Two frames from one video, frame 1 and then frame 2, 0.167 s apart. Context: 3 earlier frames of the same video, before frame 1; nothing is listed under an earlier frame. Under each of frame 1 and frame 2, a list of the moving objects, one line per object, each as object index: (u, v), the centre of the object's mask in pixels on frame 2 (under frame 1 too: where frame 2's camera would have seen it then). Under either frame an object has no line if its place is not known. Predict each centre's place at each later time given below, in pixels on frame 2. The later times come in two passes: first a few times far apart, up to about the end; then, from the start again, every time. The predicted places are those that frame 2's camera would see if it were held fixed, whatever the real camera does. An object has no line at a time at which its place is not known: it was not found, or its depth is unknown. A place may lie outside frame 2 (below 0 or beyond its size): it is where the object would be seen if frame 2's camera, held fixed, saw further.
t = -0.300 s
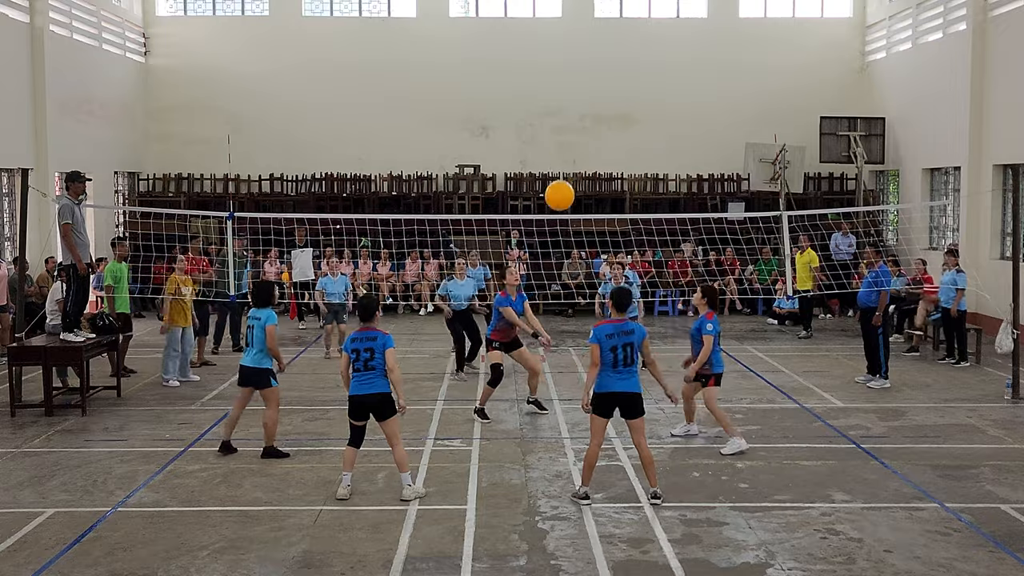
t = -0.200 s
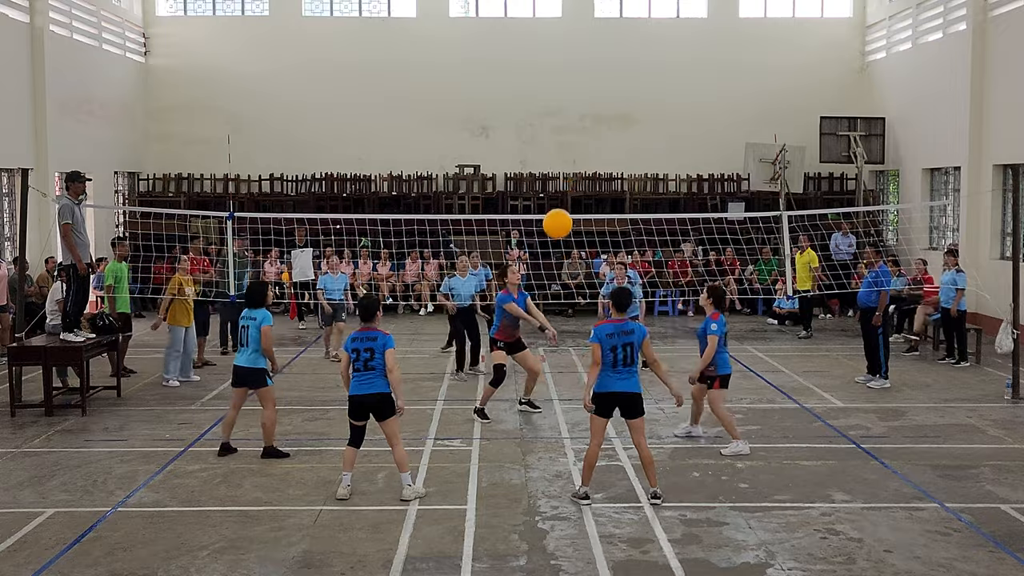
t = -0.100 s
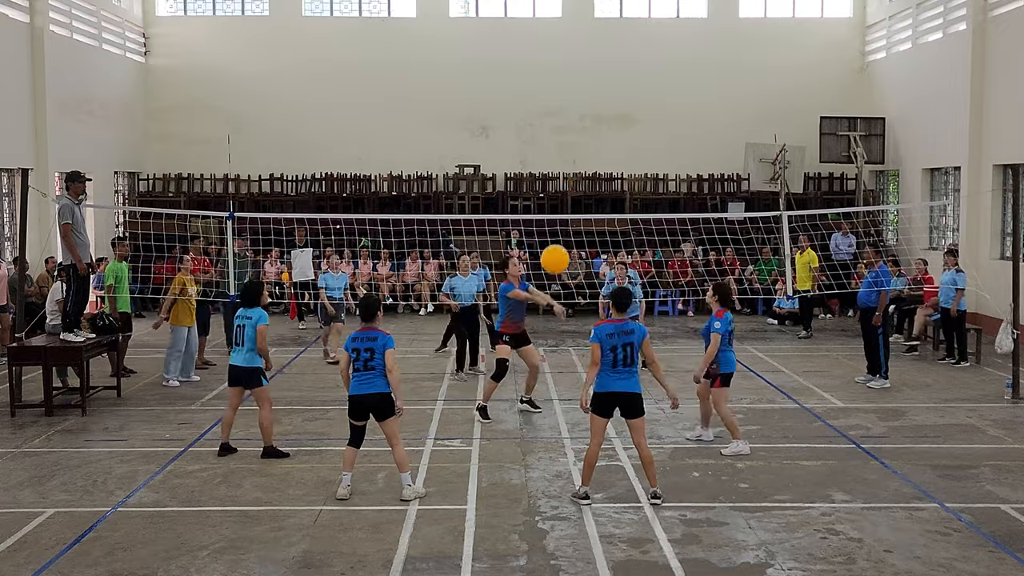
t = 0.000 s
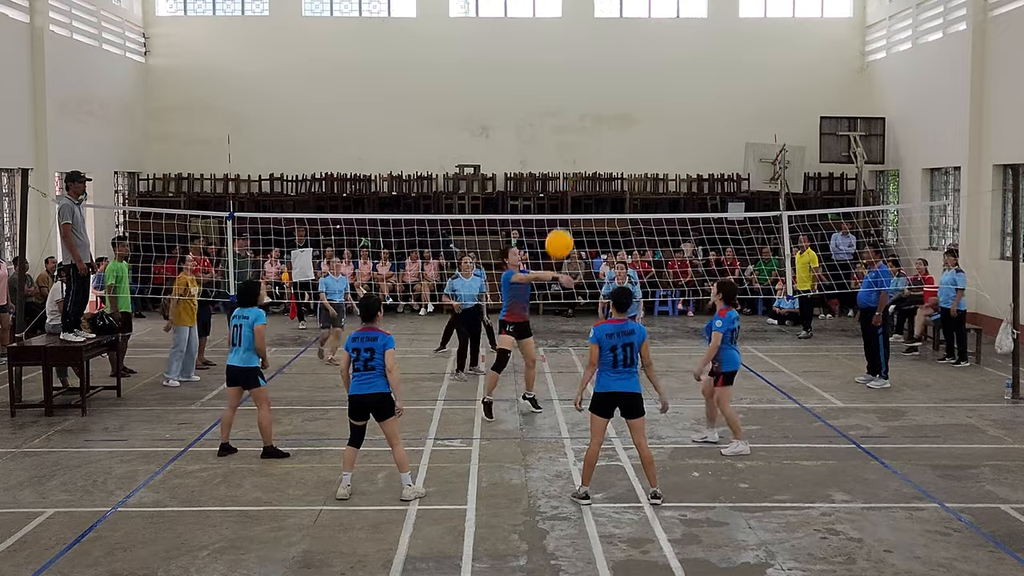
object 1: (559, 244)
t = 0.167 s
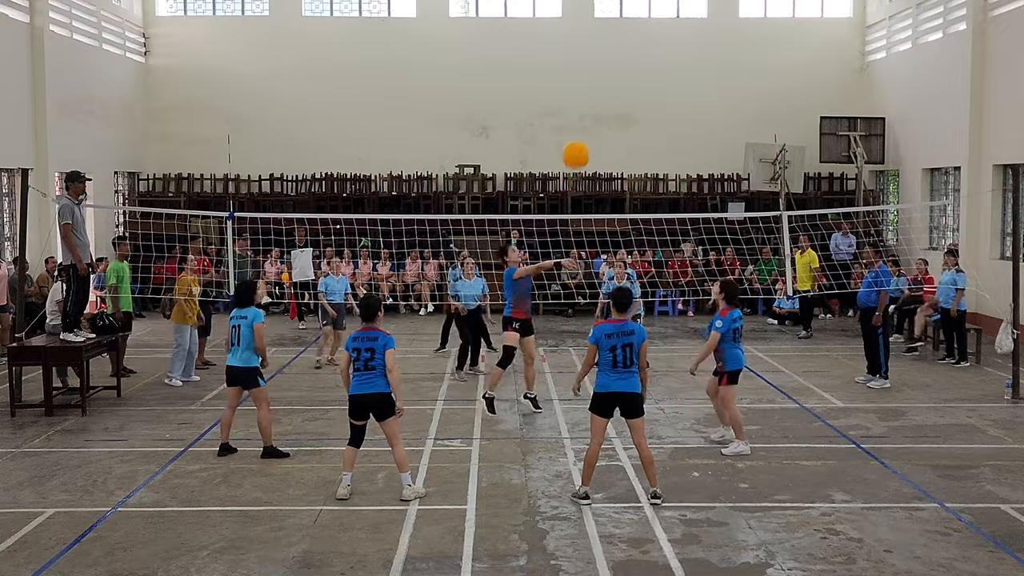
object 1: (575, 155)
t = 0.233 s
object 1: (582, 126)
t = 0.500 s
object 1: (607, 61)
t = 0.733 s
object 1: (627, 62)
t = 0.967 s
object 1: (645, 115)
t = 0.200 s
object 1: (579, 140)
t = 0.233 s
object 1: (582, 126)
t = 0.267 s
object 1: (585, 115)
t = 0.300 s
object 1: (588, 103)
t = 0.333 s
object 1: (591, 93)
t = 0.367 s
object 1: (595, 84)
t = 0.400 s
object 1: (598, 77)
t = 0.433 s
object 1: (601, 70)
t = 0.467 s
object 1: (604, 65)
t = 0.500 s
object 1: (607, 61)
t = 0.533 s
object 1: (610, 58)
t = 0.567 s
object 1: (612, 56)
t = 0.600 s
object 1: (615, 55)
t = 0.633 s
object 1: (618, 55)
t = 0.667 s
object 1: (621, 57)
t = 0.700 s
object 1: (624, 59)
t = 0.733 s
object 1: (627, 62)
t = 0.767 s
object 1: (630, 66)
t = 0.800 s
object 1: (632, 72)
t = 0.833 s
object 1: (635, 79)
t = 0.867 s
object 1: (638, 86)
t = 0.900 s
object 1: (640, 95)
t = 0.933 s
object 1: (643, 104)
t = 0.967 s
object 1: (645, 115)
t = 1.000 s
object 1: (648, 126)
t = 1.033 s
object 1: (650, 138)
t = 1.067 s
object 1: (653, 152)
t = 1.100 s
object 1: (655, 166)
